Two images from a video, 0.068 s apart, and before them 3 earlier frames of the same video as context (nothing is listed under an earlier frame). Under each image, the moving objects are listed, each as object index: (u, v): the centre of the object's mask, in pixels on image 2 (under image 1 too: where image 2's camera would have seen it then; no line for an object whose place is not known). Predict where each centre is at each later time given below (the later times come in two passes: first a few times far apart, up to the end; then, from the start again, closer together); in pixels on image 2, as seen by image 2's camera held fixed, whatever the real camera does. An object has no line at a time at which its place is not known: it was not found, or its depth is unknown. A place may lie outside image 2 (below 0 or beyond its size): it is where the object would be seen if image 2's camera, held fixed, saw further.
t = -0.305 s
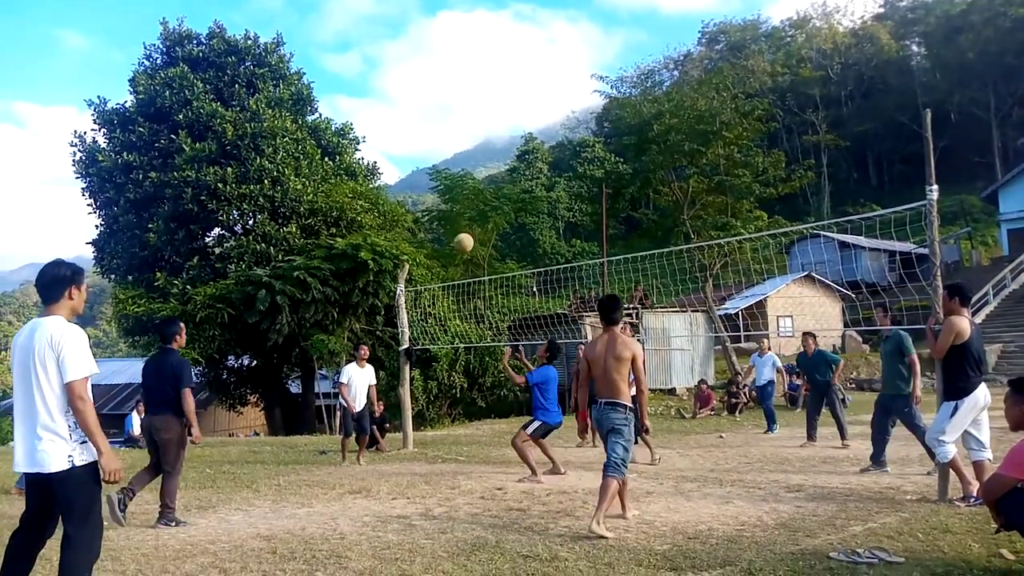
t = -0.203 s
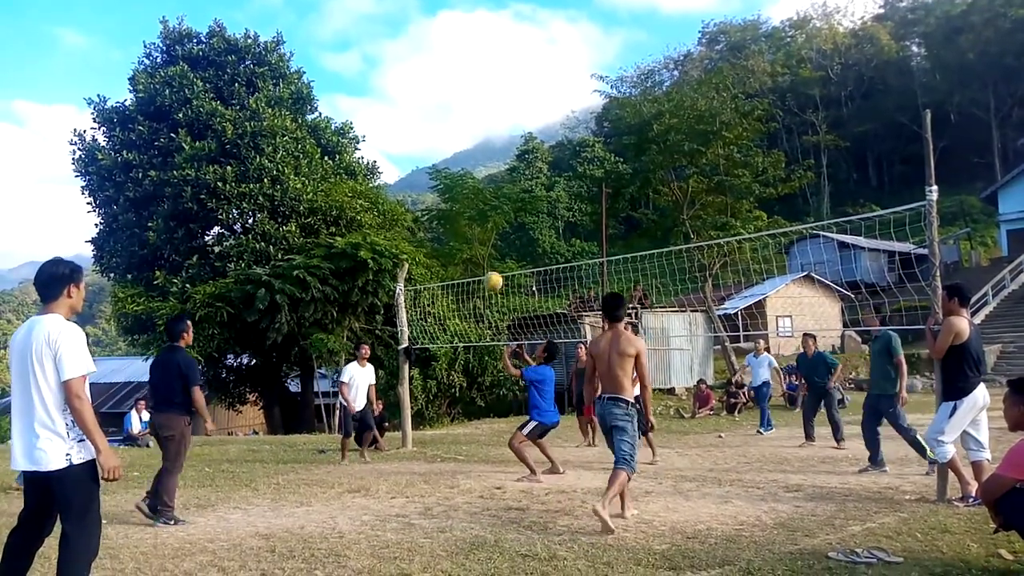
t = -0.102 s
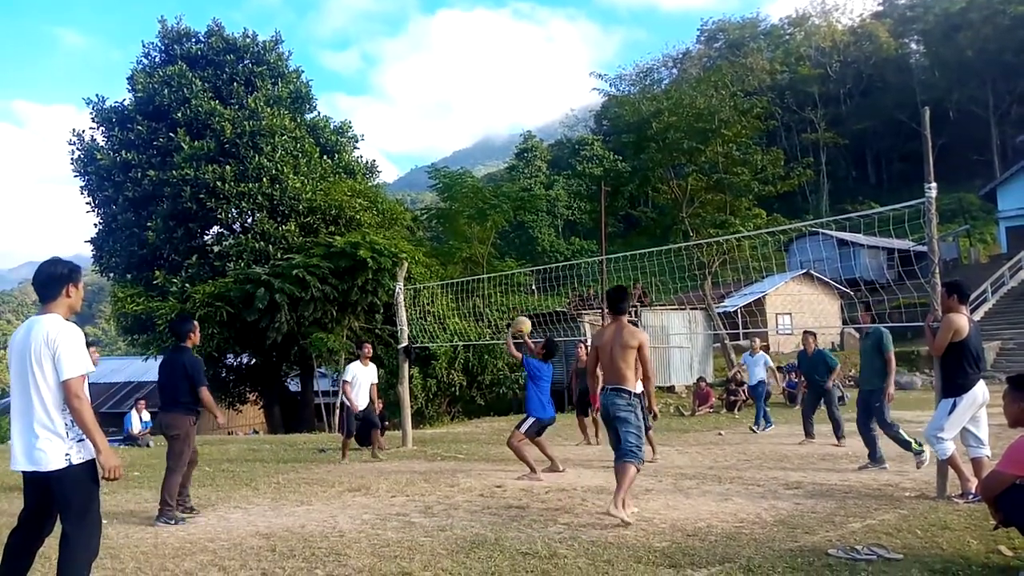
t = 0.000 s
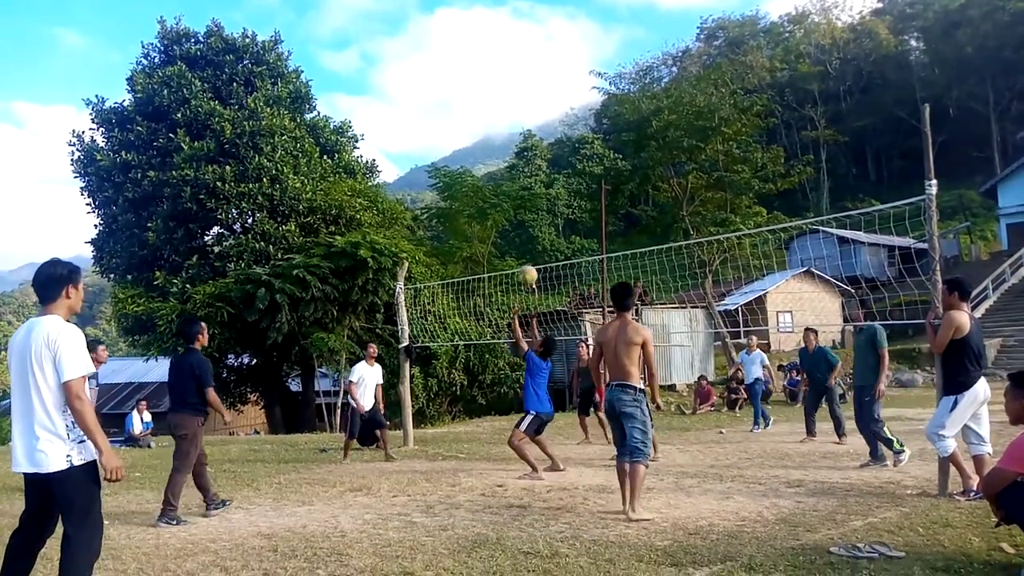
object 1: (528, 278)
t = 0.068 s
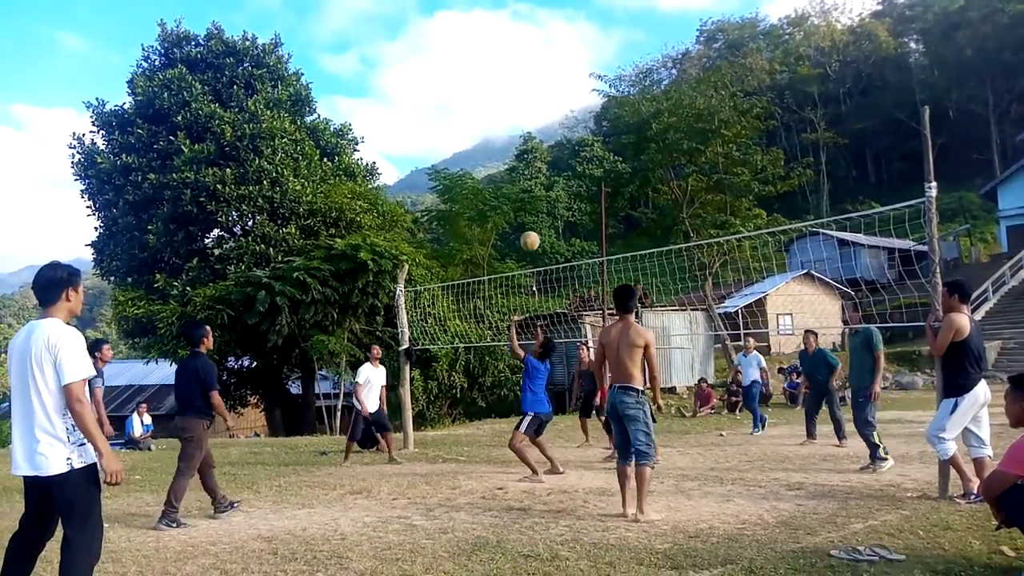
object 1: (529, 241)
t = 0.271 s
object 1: (537, 155)
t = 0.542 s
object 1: (545, 95)
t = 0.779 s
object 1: (554, 97)
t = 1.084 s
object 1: (568, 175)
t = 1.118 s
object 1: (571, 190)
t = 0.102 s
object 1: (531, 224)
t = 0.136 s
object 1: (532, 208)
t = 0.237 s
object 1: (536, 166)
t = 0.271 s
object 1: (537, 155)
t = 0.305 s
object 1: (538, 144)
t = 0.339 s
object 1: (538, 134)
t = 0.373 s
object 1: (540, 125)
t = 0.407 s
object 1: (541, 117)
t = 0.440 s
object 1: (542, 110)
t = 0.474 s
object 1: (543, 104)
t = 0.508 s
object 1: (544, 99)
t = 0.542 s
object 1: (545, 95)
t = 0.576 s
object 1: (546, 93)
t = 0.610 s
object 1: (547, 91)
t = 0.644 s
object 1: (548, 90)
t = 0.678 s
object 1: (550, 90)
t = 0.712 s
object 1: (551, 91)
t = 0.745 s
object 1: (552, 94)
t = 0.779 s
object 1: (554, 97)
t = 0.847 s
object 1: (557, 107)
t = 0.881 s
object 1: (558, 113)
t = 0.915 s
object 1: (560, 120)
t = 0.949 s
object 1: (561, 129)
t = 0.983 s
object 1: (563, 139)
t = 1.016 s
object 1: (565, 150)
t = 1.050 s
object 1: (566, 162)
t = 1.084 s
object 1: (568, 175)
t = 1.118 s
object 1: (571, 190)
